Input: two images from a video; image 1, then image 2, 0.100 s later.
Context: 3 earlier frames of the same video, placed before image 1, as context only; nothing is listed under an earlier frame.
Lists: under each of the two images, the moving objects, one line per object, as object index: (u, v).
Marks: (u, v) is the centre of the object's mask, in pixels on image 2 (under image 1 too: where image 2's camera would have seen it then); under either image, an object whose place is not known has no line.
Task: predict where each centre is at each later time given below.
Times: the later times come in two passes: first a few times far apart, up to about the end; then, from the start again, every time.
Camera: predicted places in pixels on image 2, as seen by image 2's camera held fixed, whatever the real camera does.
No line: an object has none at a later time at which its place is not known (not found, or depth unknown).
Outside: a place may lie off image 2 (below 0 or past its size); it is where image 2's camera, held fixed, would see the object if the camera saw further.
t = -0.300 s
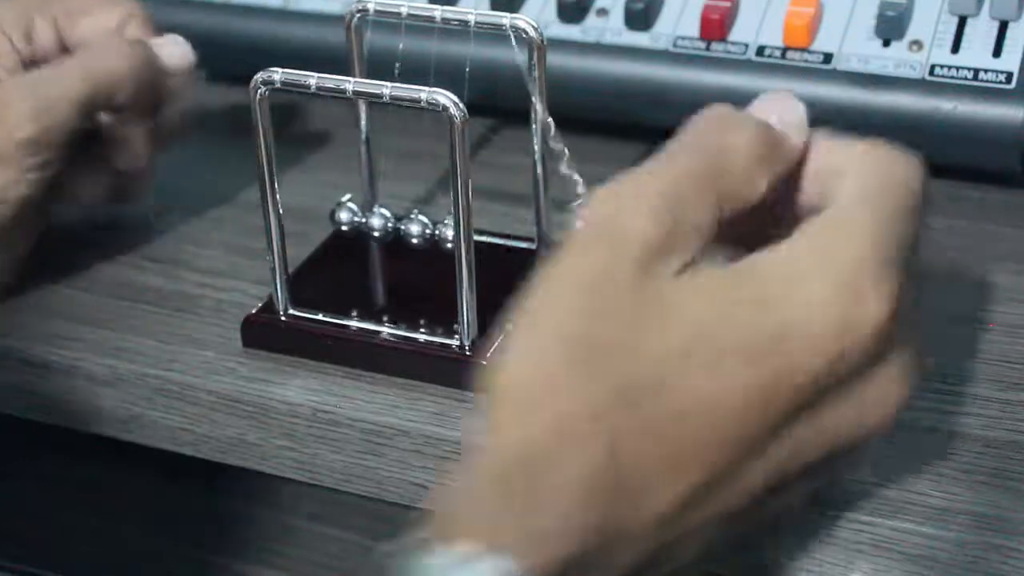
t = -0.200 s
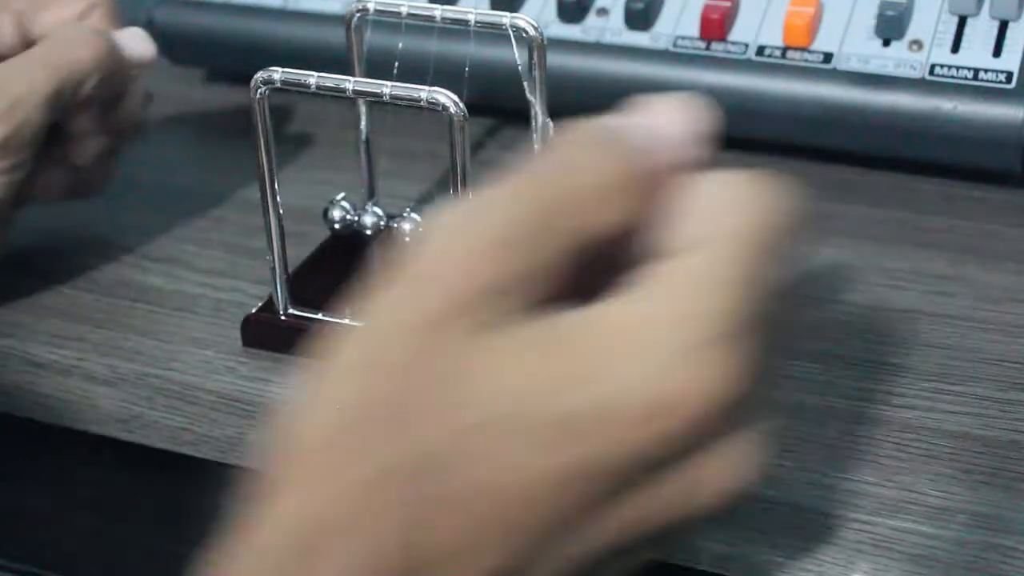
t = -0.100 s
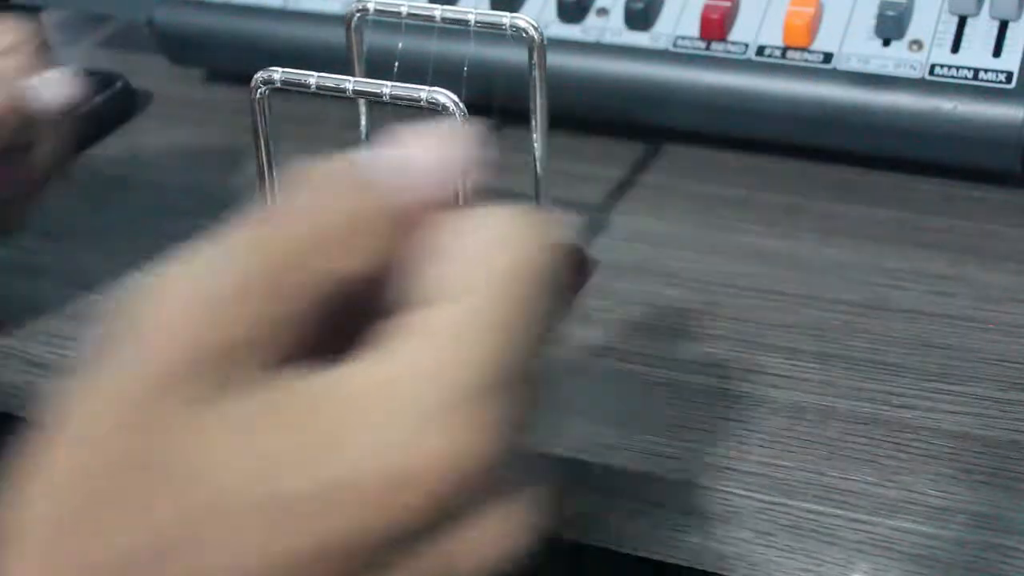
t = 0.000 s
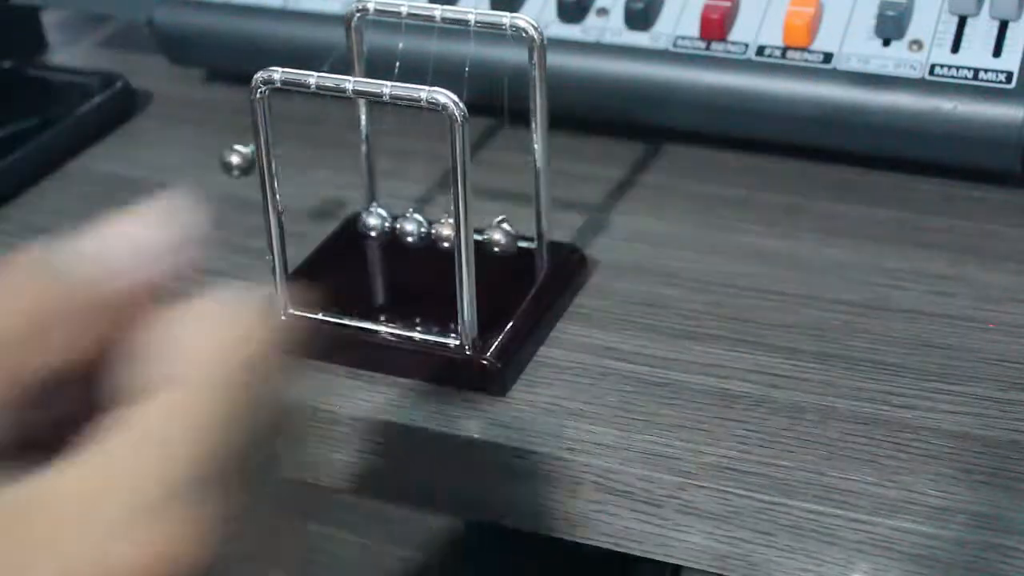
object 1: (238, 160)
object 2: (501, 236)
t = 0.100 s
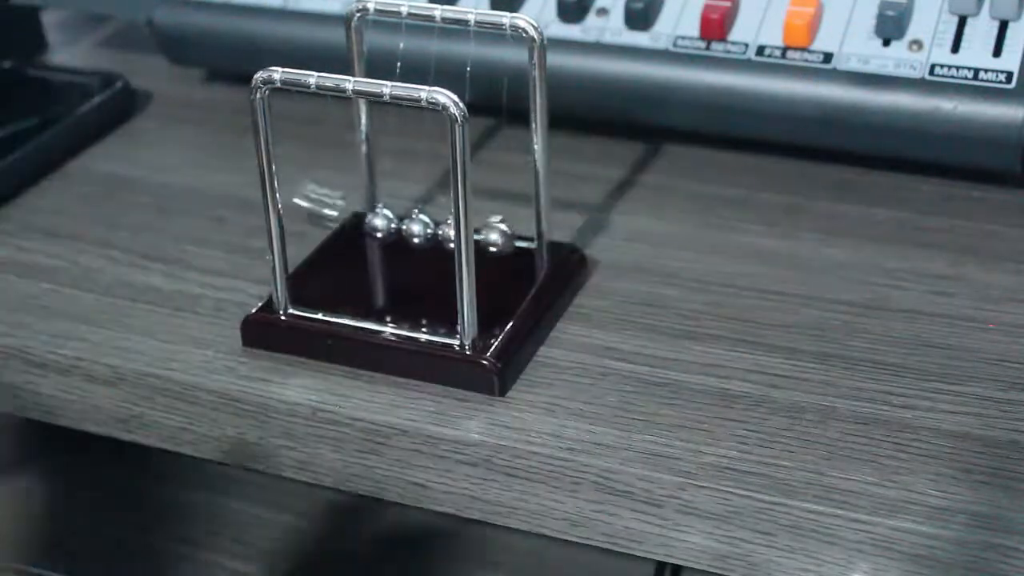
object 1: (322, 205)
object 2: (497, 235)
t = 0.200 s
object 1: (341, 213)
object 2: (579, 221)
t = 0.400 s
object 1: (315, 203)
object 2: (485, 233)
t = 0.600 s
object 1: (319, 204)
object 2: (498, 236)
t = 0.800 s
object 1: (332, 211)
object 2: (571, 223)
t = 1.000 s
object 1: (245, 170)
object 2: (496, 235)
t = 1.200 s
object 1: (346, 213)
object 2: (566, 227)
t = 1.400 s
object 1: (322, 206)
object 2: (485, 234)
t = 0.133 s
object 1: (349, 214)
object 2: (506, 233)
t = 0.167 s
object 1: (348, 213)
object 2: (552, 230)
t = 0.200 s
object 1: (341, 213)
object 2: (579, 221)
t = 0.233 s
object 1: (336, 213)
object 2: (597, 214)
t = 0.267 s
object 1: (333, 212)
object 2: (597, 217)
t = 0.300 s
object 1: (332, 212)
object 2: (574, 223)
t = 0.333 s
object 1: (334, 212)
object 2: (541, 229)
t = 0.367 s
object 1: (338, 213)
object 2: (497, 232)
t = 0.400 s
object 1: (315, 203)
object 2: (485, 233)
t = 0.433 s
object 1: (290, 187)
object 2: (488, 234)
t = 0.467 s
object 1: (247, 170)
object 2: (492, 236)
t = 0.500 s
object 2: (497, 235)
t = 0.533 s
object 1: (246, 171)
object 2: (501, 236)
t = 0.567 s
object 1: (288, 184)
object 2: (500, 236)
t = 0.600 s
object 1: (319, 204)
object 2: (498, 236)
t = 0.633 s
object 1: (349, 213)
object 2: (501, 233)
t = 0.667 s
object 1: (349, 214)
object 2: (543, 229)
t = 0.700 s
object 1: (343, 213)
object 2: (572, 223)
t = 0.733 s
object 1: (338, 212)
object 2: (590, 221)
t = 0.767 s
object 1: (334, 211)
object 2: (589, 220)
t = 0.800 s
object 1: (332, 211)
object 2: (571, 223)
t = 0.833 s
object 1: (333, 211)
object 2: (540, 230)
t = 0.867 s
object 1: (336, 211)
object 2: (498, 231)
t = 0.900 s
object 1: (321, 205)
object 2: (485, 234)
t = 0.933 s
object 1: (290, 186)
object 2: (487, 234)
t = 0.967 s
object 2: (491, 235)
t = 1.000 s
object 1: (245, 170)
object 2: (496, 235)
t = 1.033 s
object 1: (249, 174)
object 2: (499, 236)
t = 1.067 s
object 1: (289, 186)
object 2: (500, 236)
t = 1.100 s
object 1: (318, 204)
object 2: (498, 235)
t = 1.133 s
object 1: (349, 213)
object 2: (502, 233)
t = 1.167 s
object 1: (350, 214)
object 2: (537, 232)
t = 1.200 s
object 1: (346, 213)
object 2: (566, 227)
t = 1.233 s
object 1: (341, 214)
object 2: (582, 221)
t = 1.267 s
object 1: (336, 213)
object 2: (582, 221)
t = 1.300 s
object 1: (334, 212)
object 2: (567, 223)
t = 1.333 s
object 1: (334, 212)
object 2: (538, 231)
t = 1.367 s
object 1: (335, 212)
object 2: (500, 234)
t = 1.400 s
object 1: (322, 206)
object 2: (485, 234)
